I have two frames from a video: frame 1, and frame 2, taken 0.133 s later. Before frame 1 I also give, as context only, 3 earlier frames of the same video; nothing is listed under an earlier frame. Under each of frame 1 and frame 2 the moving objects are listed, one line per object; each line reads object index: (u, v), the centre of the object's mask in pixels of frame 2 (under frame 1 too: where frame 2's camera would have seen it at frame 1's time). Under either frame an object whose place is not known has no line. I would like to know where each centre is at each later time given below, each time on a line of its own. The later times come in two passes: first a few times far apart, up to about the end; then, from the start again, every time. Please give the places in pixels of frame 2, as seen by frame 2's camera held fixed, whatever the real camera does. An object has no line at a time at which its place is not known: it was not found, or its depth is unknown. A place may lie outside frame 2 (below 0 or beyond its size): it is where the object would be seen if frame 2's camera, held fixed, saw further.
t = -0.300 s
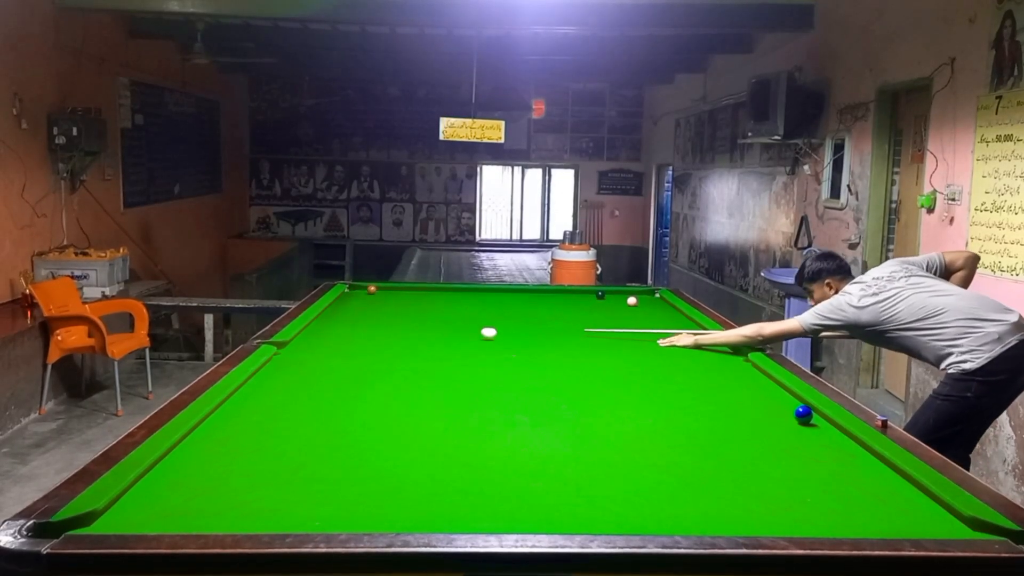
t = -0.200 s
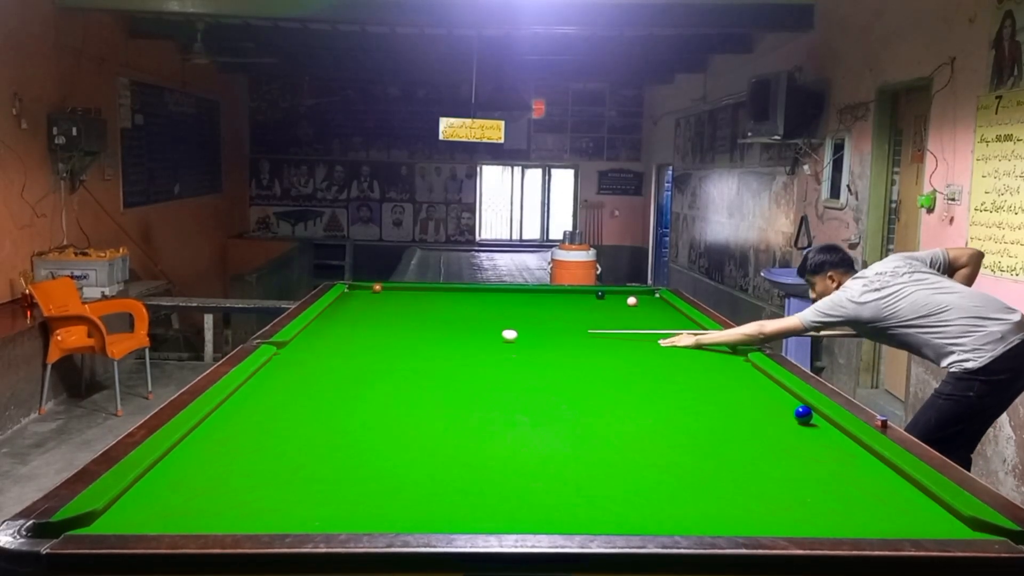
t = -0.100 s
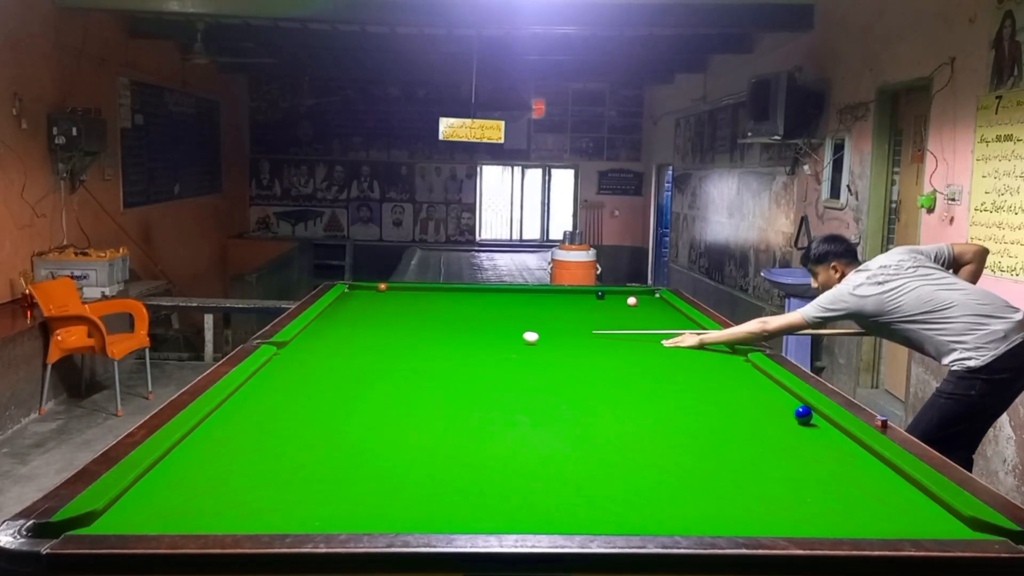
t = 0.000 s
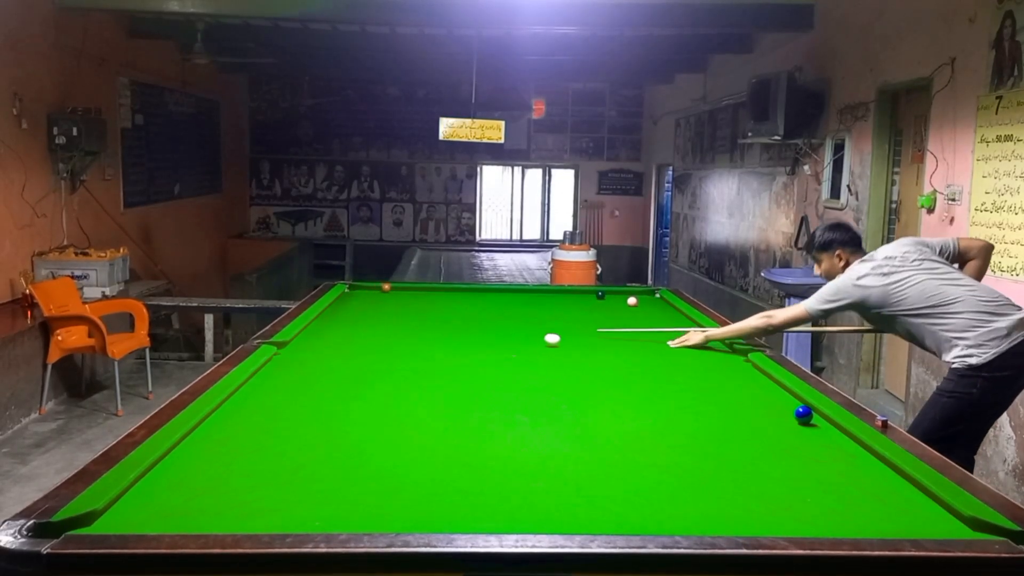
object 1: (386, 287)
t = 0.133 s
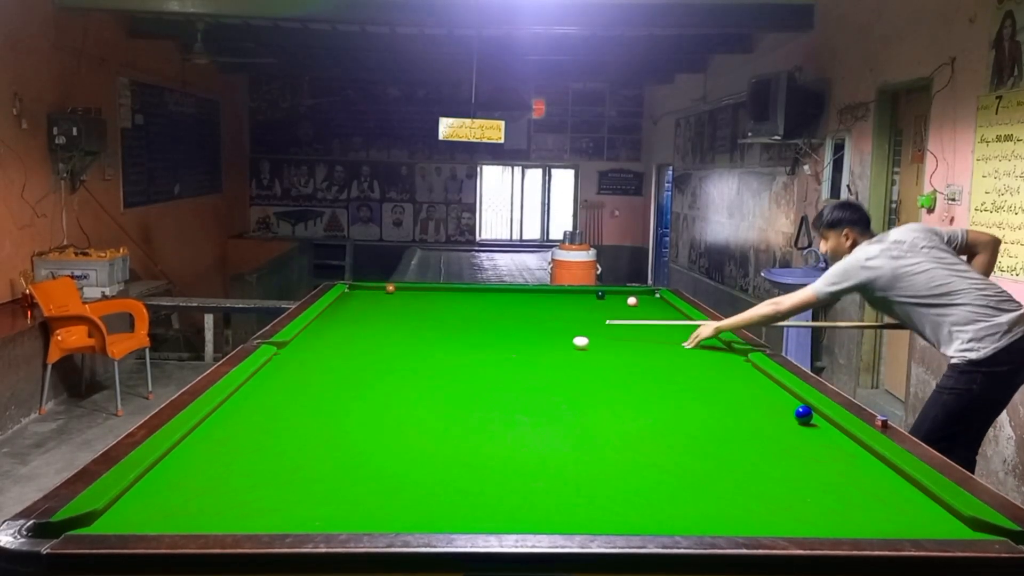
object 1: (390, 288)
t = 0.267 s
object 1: (394, 290)
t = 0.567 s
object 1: (404, 293)
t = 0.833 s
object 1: (412, 295)
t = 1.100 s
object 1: (419, 297)
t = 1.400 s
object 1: (428, 299)
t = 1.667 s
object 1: (434, 301)
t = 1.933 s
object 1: (439, 302)
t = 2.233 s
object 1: (444, 304)
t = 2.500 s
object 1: (448, 305)
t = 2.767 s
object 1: (451, 306)
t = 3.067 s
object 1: (454, 307)
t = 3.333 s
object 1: (456, 307)
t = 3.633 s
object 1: (457, 307)
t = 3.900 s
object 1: (457, 307)
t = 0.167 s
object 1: (391, 288)
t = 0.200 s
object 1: (392, 289)
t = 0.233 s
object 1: (393, 289)
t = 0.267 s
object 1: (394, 290)
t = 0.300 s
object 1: (395, 290)
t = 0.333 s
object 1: (396, 291)
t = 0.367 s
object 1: (398, 291)
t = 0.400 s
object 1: (399, 291)
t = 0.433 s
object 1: (400, 292)
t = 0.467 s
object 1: (401, 292)
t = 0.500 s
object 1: (402, 292)
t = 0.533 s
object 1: (403, 293)
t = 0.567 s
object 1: (404, 293)
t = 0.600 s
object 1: (405, 293)
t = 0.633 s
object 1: (406, 293)
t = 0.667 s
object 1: (407, 294)
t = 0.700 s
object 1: (408, 294)
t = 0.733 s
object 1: (409, 294)
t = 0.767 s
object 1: (410, 295)
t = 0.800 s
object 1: (411, 295)
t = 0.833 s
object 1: (412, 295)
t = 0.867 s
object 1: (413, 295)
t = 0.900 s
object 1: (414, 295)
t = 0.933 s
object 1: (415, 296)
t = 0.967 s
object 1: (416, 296)
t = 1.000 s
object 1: (417, 296)
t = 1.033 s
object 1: (418, 297)
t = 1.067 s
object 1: (419, 297)
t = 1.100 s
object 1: (419, 297)
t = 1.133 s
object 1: (420, 297)
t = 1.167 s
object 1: (421, 297)
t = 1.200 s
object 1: (422, 298)
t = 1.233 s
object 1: (423, 298)
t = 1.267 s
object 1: (424, 298)
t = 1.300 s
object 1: (425, 298)
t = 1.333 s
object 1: (426, 299)
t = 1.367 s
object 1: (427, 299)
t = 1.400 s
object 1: (428, 299)
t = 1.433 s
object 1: (428, 299)
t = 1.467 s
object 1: (429, 299)
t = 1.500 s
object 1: (430, 300)
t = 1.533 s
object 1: (431, 300)
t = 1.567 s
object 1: (431, 300)
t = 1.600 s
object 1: (432, 301)
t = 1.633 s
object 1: (433, 301)
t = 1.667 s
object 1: (434, 301)
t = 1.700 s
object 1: (434, 301)
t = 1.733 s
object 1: (435, 301)
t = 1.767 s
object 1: (436, 302)
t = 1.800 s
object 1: (436, 302)
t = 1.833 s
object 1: (437, 302)
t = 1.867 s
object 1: (438, 302)
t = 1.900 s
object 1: (438, 302)
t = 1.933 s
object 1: (439, 302)
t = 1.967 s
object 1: (439, 303)
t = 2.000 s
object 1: (440, 303)
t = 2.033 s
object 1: (441, 303)
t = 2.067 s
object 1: (441, 303)
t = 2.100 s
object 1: (442, 304)
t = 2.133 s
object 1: (442, 304)
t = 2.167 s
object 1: (443, 304)
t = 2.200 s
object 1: (443, 304)
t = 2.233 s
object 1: (444, 304)
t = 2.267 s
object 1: (444, 304)
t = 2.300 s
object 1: (445, 304)
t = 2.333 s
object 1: (445, 304)
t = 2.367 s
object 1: (446, 305)
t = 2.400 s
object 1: (446, 305)
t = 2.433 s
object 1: (447, 305)
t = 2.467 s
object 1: (447, 305)
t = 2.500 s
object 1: (448, 305)
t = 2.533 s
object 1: (448, 305)
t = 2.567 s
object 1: (449, 305)
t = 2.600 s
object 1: (449, 305)
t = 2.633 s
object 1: (450, 305)
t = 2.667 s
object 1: (450, 306)
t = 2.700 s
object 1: (450, 306)
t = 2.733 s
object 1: (451, 306)
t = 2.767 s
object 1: (451, 306)
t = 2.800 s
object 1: (452, 306)
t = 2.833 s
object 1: (452, 306)
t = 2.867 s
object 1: (452, 306)
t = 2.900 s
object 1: (453, 306)
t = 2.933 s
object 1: (453, 306)
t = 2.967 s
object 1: (454, 306)
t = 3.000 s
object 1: (454, 307)
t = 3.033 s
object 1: (454, 307)
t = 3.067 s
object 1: (454, 307)
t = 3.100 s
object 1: (455, 307)
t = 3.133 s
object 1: (455, 307)
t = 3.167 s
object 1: (455, 307)
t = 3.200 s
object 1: (456, 307)
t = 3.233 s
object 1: (456, 307)
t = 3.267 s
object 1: (456, 307)
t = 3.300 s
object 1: (456, 307)
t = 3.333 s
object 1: (456, 307)
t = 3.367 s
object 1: (456, 307)
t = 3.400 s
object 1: (456, 307)
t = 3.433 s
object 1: (456, 307)
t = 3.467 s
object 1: (456, 307)
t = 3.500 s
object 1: (457, 307)
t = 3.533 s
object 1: (457, 307)
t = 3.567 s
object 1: (457, 307)
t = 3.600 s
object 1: (457, 307)
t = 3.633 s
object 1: (457, 307)
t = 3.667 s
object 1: (458, 307)
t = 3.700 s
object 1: (458, 307)
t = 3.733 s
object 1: (458, 307)
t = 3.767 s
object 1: (457, 307)
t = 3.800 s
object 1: (457, 307)
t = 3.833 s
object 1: (458, 307)
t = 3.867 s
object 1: (457, 307)
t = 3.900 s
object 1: (457, 307)
